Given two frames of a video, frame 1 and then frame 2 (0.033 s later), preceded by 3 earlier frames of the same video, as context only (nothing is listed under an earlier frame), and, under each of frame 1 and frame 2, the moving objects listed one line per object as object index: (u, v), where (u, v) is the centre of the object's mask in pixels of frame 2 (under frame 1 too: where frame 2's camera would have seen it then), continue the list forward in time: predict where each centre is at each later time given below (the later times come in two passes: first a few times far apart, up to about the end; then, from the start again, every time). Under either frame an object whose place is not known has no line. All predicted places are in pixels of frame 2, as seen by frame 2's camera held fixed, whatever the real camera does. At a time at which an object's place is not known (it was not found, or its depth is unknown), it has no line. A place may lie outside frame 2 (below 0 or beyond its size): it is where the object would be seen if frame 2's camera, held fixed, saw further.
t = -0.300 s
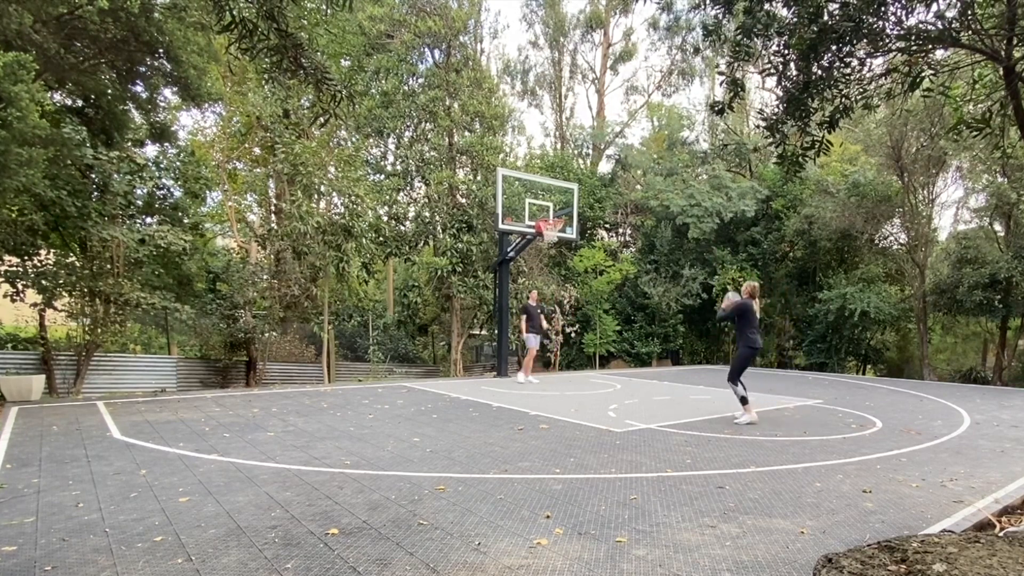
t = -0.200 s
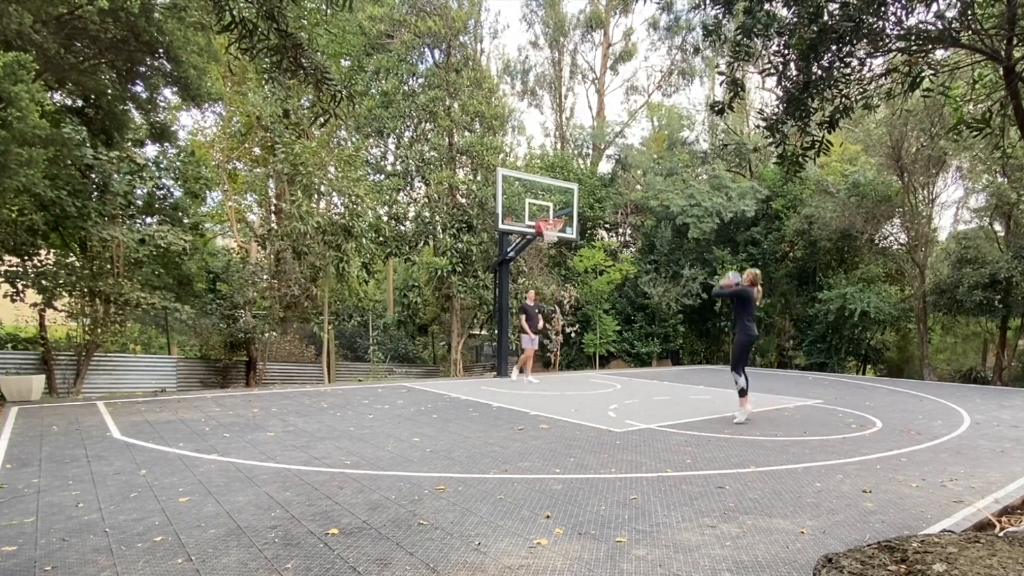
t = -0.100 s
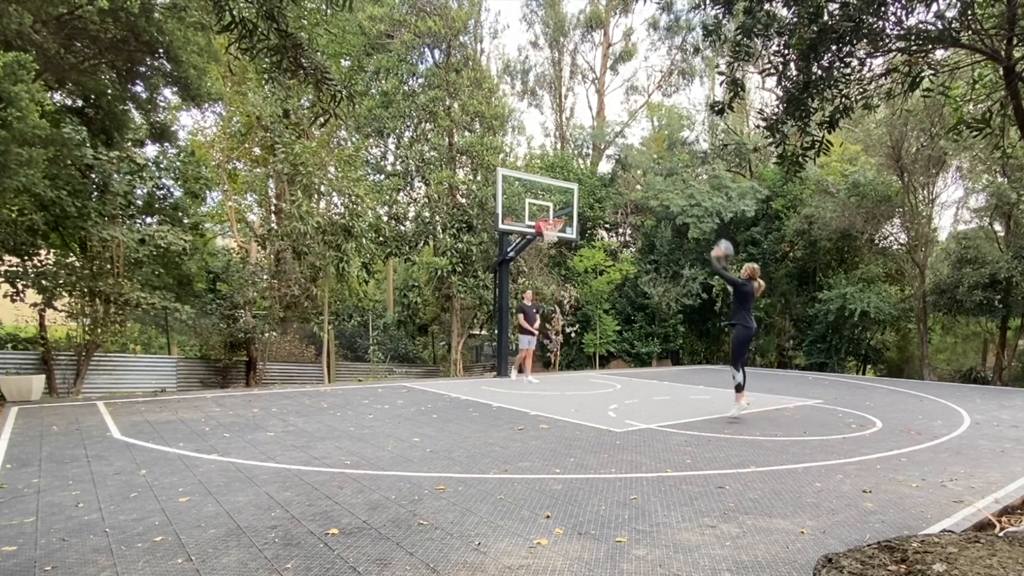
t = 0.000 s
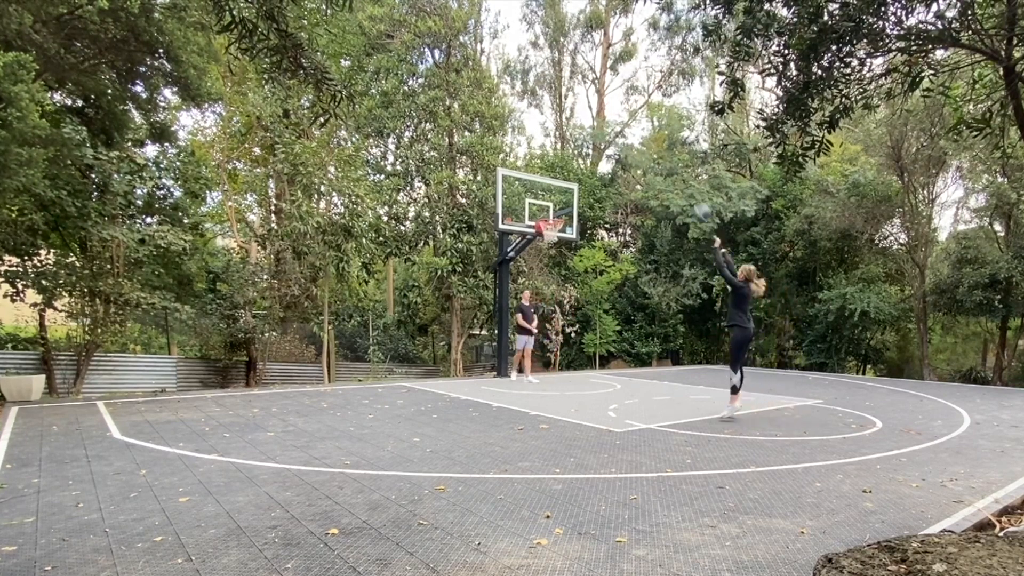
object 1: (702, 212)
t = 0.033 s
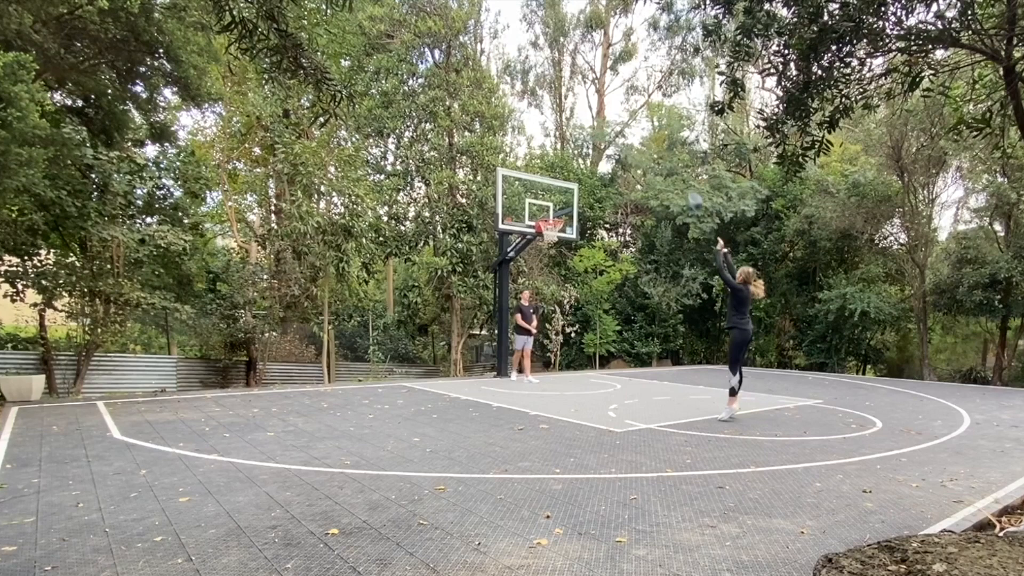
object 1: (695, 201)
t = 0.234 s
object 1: (653, 160)
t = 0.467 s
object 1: (611, 152)
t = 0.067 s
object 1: (688, 192)
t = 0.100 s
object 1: (680, 183)
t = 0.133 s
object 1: (672, 176)
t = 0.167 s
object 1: (666, 170)
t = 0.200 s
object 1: (660, 166)
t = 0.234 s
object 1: (653, 160)
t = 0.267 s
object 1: (647, 158)
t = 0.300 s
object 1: (640, 155)
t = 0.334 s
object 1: (633, 152)
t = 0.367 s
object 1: (626, 152)
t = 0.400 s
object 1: (623, 150)
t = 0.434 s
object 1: (616, 151)
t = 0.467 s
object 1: (611, 152)
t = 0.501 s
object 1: (604, 153)
